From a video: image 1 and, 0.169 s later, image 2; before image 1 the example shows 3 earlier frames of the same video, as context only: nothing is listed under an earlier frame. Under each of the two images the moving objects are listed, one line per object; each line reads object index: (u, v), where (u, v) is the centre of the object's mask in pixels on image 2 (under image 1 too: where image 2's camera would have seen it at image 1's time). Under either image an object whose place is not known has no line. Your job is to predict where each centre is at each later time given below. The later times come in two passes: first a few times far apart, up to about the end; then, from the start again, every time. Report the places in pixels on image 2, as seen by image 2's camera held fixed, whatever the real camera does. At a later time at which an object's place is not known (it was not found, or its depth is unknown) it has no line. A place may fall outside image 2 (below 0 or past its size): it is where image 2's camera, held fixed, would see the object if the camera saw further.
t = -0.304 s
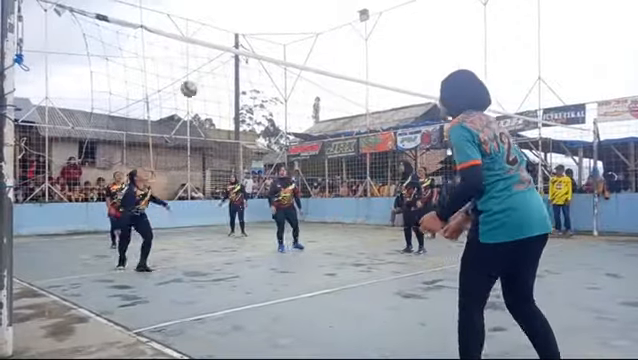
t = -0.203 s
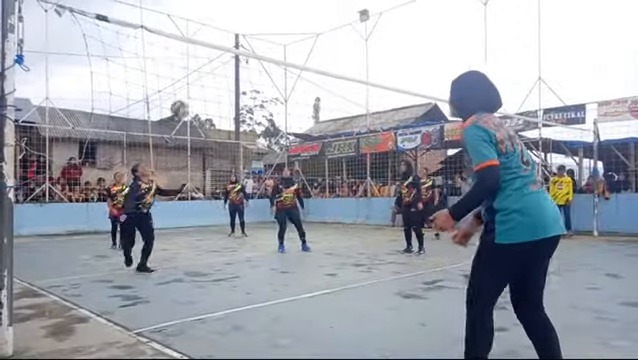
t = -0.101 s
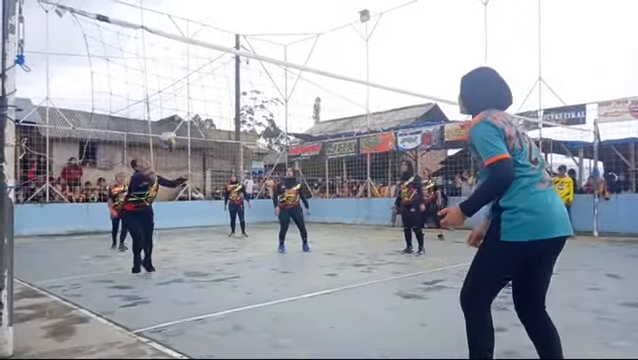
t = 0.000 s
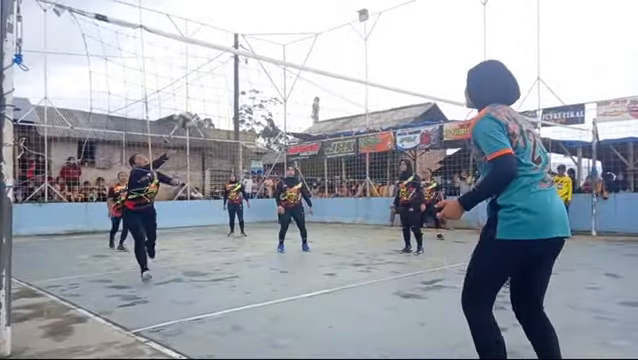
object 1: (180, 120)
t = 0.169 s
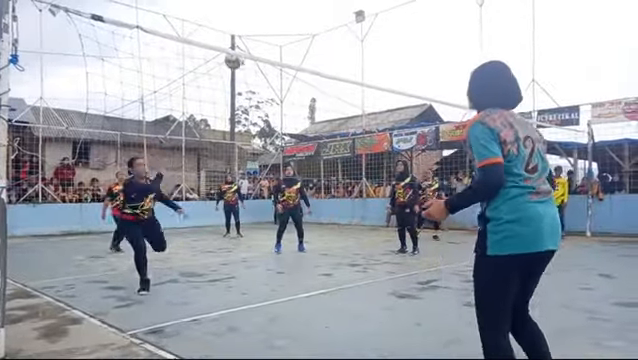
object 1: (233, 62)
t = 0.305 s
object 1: (267, 31)
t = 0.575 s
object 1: (320, 19)
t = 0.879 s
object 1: (367, 57)
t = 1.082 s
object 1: (395, 110)
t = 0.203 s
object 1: (242, 52)
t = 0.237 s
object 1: (250, 44)
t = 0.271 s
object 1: (260, 38)
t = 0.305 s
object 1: (267, 31)
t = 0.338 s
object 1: (276, 28)
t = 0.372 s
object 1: (283, 24)
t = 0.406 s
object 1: (289, 21)
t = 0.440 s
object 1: (296, 19)
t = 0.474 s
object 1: (302, 18)
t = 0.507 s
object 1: (308, 17)
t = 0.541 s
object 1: (314, 18)
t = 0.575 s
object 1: (320, 19)
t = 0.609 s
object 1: (326, 21)
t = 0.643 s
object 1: (332, 23)
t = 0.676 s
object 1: (337, 26)
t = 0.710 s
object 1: (342, 30)
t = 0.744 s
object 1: (347, 33)
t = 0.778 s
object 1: (352, 38)
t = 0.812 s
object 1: (356, 43)
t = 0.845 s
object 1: (361, 49)
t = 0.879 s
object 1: (367, 57)
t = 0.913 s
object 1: (371, 64)
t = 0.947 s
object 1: (376, 73)
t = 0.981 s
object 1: (381, 80)
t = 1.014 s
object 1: (386, 91)
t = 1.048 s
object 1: (390, 100)
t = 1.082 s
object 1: (395, 110)
